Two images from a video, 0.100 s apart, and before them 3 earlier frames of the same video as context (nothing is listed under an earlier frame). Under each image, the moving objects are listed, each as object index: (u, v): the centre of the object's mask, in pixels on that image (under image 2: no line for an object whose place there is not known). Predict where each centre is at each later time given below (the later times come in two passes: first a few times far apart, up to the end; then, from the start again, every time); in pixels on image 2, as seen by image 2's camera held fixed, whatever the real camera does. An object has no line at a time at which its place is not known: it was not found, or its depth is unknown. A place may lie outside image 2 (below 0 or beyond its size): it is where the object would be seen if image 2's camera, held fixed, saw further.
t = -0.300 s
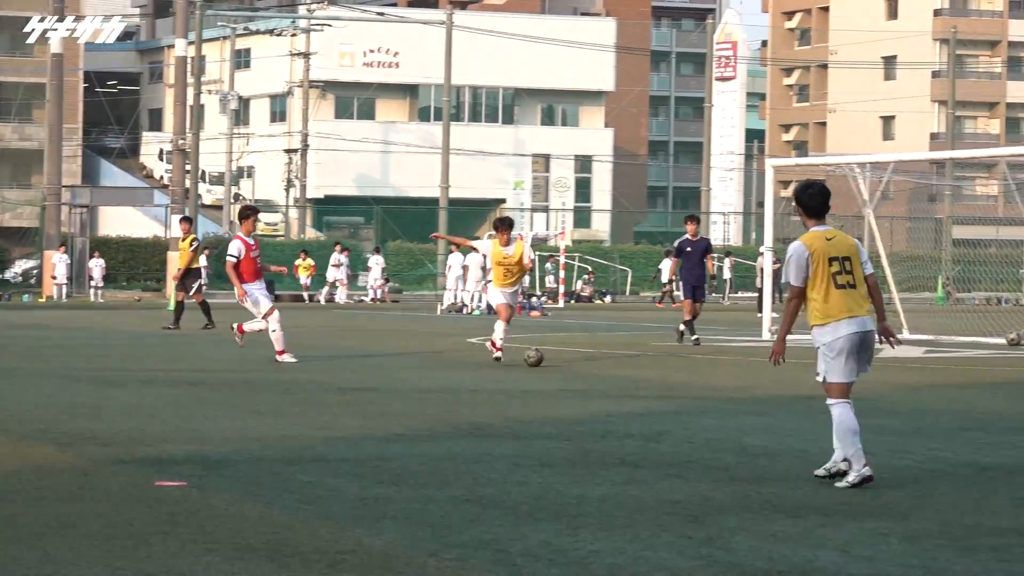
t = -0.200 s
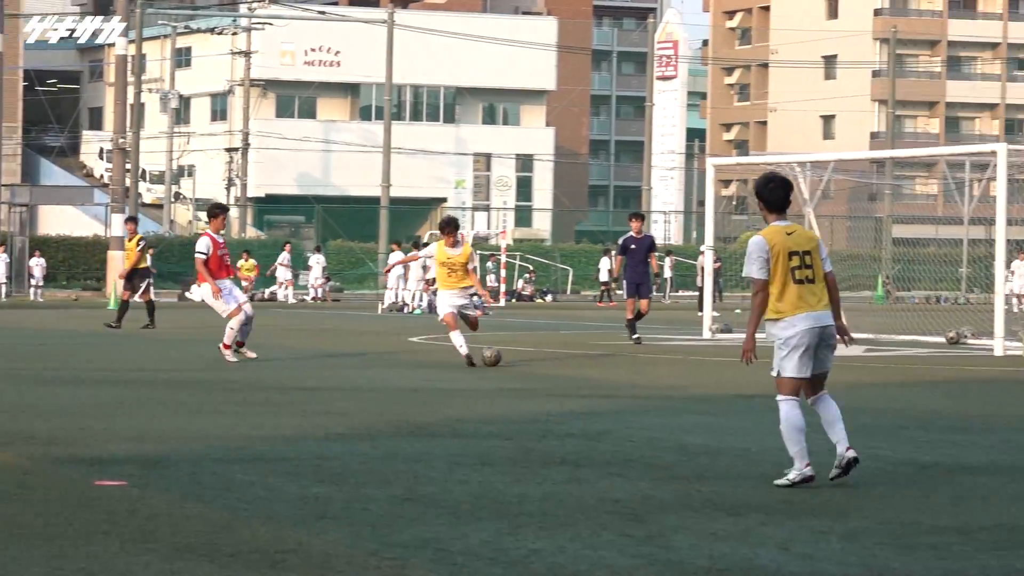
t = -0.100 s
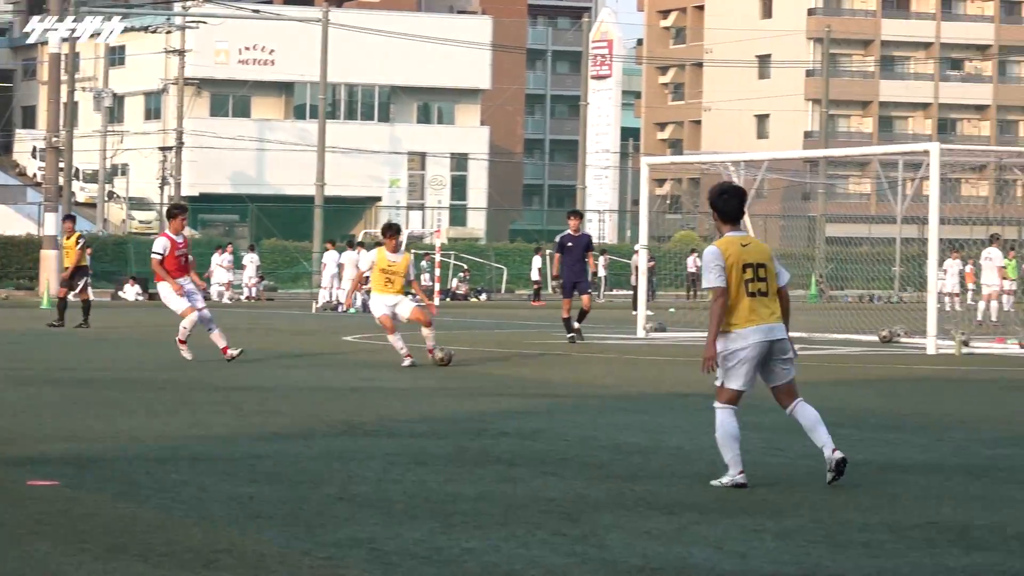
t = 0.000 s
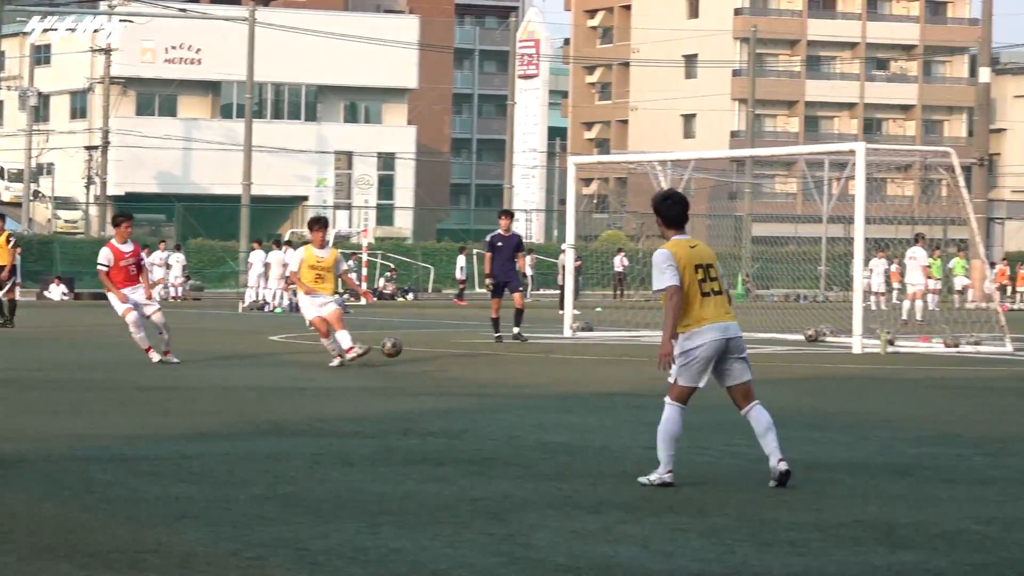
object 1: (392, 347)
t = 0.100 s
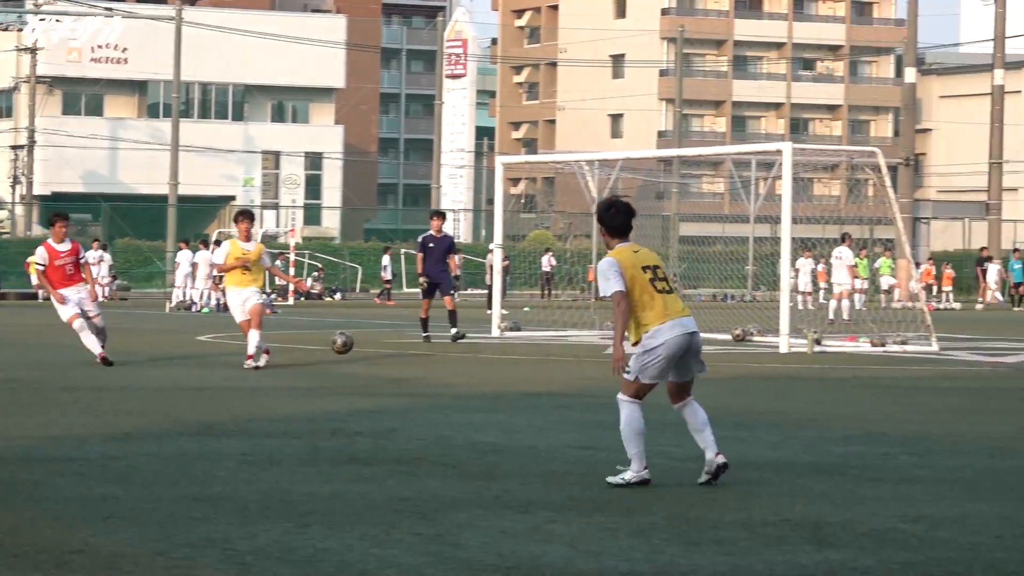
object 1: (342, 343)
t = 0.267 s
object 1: (382, 361)
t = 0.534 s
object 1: (455, 400)
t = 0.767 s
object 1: (528, 456)
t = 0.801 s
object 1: (538, 447)
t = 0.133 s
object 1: (350, 344)
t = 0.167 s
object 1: (358, 346)
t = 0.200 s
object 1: (366, 350)
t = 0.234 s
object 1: (375, 355)
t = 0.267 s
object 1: (382, 361)
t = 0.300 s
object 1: (390, 368)
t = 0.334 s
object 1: (399, 377)
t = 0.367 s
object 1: (407, 388)
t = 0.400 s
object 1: (418, 400)
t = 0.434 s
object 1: (427, 409)
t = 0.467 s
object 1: (436, 404)
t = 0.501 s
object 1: (445, 401)
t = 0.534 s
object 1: (455, 400)
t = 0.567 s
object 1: (465, 401)
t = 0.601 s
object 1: (475, 404)
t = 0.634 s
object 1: (485, 409)
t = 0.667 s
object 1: (496, 418)
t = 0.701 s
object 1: (506, 429)
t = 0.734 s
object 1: (517, 444)
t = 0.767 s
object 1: (528, 456)
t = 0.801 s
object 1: (538, 447)
